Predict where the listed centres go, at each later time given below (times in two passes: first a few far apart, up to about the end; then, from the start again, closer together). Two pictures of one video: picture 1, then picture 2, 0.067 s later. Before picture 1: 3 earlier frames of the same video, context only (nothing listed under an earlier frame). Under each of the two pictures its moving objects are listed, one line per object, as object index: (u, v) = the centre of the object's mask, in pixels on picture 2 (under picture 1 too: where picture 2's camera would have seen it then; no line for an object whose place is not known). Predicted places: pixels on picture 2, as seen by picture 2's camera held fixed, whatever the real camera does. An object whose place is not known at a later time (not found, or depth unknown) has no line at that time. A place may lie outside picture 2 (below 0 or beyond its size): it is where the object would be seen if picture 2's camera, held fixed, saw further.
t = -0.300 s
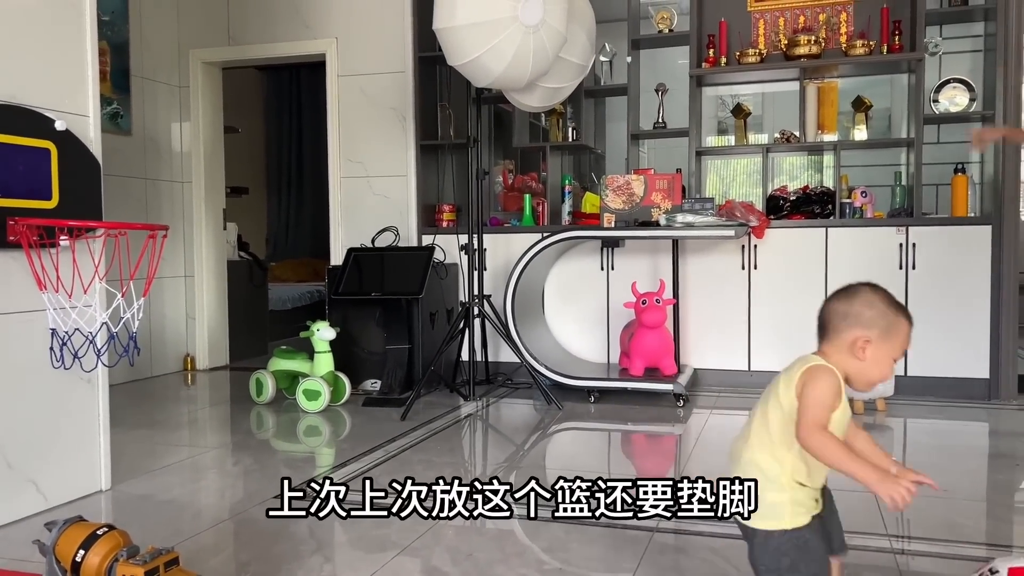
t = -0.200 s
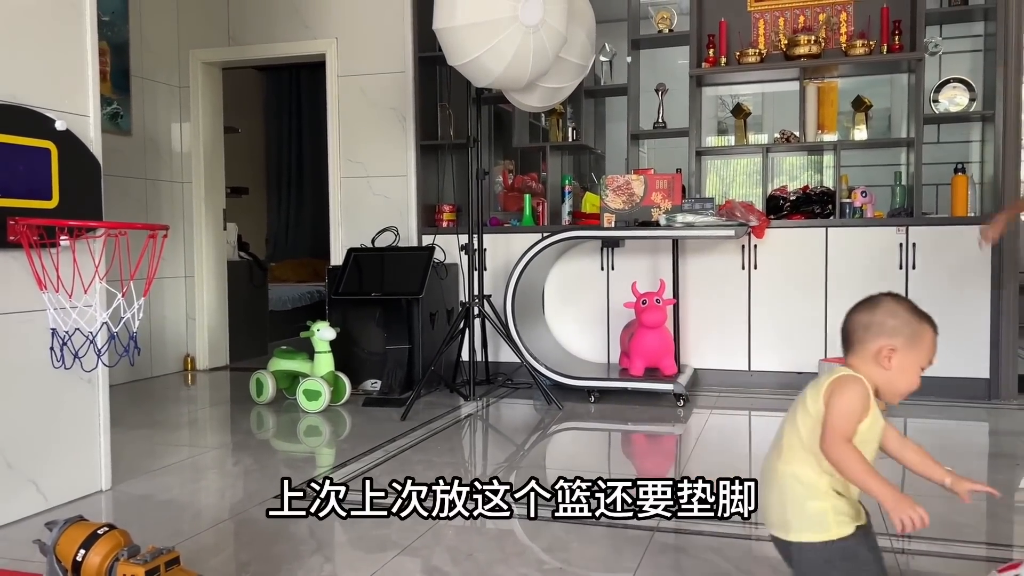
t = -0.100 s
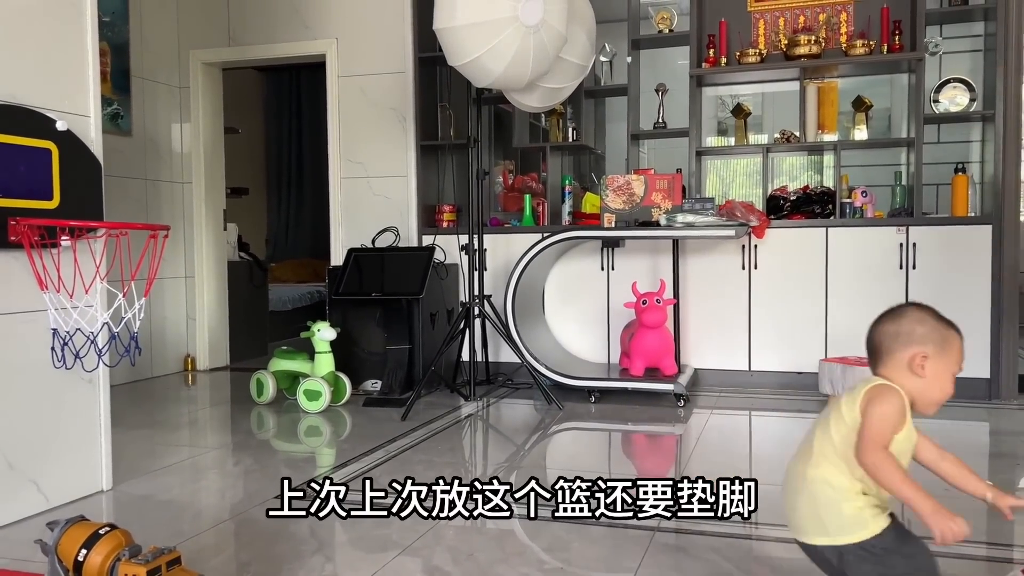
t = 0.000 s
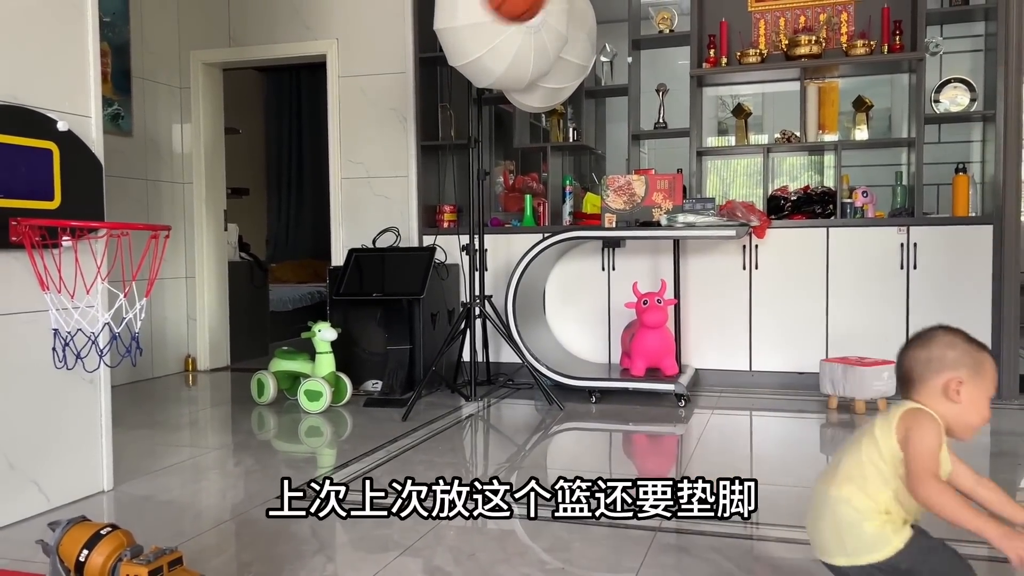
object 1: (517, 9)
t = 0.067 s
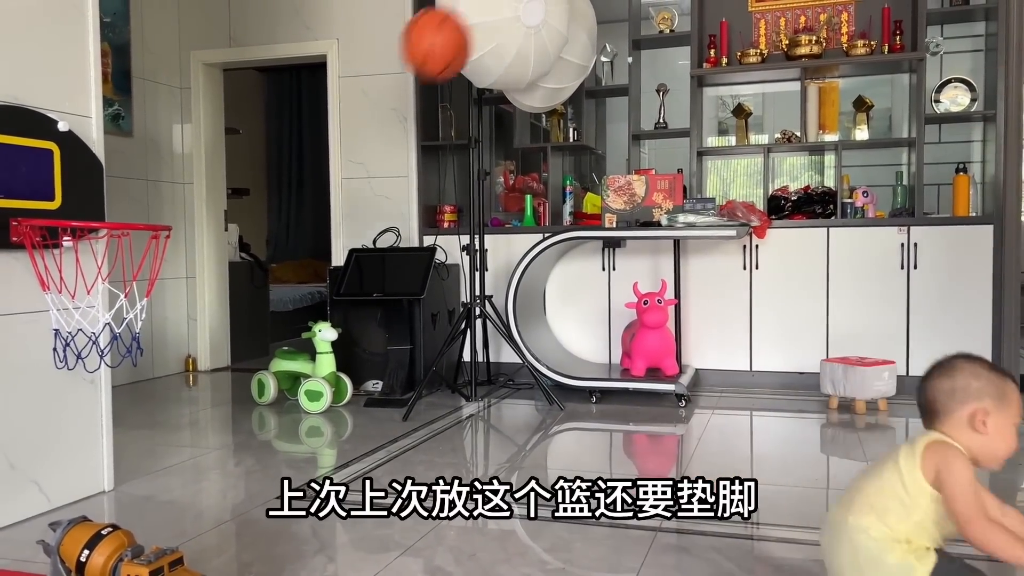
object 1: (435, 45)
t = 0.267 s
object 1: (191, 312)
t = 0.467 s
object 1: (33, 376)
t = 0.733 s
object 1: (145, 259)
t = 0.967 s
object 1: (301, 419)
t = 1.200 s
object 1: (393, 449)
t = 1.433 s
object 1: (407, 381)
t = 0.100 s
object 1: (398, 77)
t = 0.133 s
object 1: (356, 115)
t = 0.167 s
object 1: (314, 160)
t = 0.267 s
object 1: (191, 312)
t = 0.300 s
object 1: (148, 373)
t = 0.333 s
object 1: (106, 437)
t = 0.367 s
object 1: (65, 494)
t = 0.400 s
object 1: (38, 450)
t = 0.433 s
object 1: (28, 408)
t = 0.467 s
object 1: (33, 376)
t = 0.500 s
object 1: (42, 345)
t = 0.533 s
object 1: (52, 319)
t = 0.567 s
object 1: (63, 296)
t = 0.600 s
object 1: (73, 277)
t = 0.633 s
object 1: (89, 266)
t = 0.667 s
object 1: (107, 259)
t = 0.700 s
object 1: (125, 257)
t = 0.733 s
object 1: (145, 259)
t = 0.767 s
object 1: (163, 266)
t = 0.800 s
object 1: (186, 277)
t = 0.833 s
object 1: (207, 294)
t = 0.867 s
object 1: (231, 317)
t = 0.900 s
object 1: (253, 344)
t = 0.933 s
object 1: (273, 376)
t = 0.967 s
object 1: (301, 419)
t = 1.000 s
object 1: (328, 464)
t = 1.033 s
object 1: (354, 518)
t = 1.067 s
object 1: (384, 552)
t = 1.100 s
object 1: (389, 544)
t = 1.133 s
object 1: (389, 516)
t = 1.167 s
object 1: (391, 481)
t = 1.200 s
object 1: (393, 449)
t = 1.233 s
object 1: (395, 423)
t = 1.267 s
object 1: (396, 403)
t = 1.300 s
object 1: (398, 388)
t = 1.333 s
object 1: (400, 379)
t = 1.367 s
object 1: (402, 375)
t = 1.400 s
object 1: (405, 375)
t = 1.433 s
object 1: (407, 381)
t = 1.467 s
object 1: (409, 393)
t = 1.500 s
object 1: (412, 411)
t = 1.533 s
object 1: (415, 436)
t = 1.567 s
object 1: (418, 467)
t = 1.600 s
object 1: (421, 505)
